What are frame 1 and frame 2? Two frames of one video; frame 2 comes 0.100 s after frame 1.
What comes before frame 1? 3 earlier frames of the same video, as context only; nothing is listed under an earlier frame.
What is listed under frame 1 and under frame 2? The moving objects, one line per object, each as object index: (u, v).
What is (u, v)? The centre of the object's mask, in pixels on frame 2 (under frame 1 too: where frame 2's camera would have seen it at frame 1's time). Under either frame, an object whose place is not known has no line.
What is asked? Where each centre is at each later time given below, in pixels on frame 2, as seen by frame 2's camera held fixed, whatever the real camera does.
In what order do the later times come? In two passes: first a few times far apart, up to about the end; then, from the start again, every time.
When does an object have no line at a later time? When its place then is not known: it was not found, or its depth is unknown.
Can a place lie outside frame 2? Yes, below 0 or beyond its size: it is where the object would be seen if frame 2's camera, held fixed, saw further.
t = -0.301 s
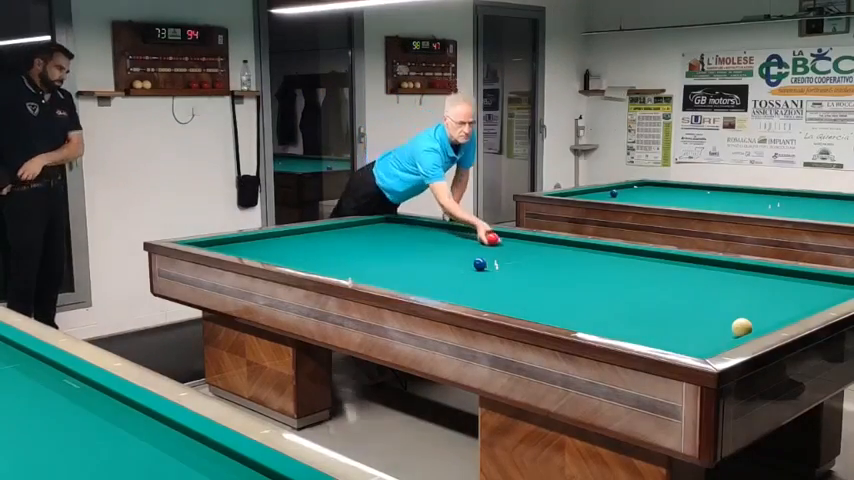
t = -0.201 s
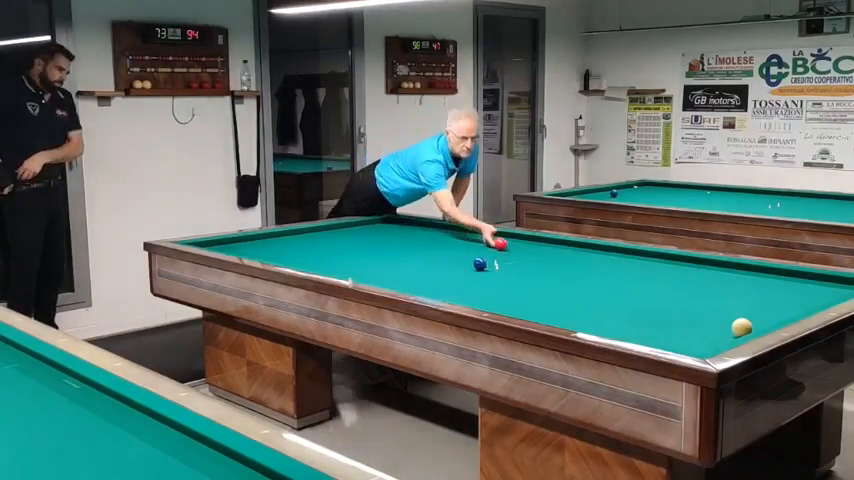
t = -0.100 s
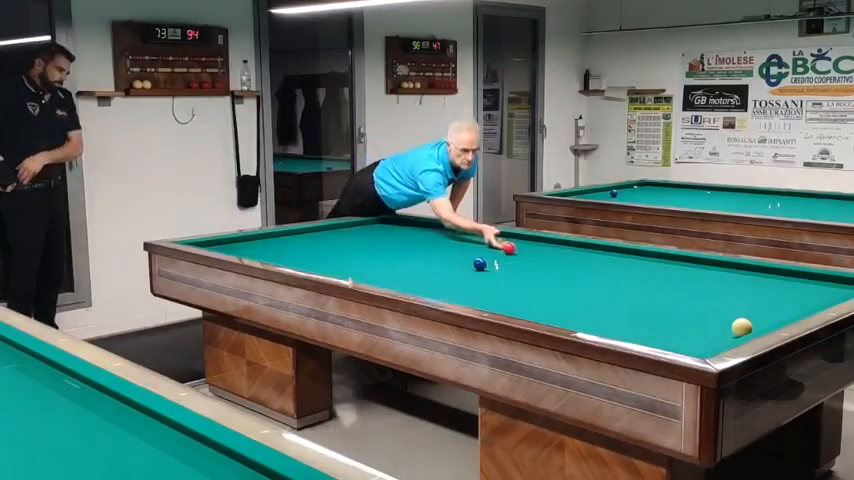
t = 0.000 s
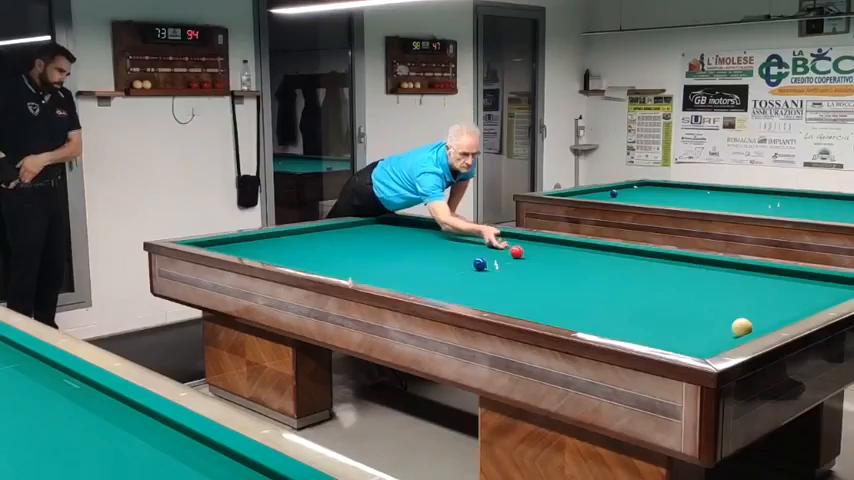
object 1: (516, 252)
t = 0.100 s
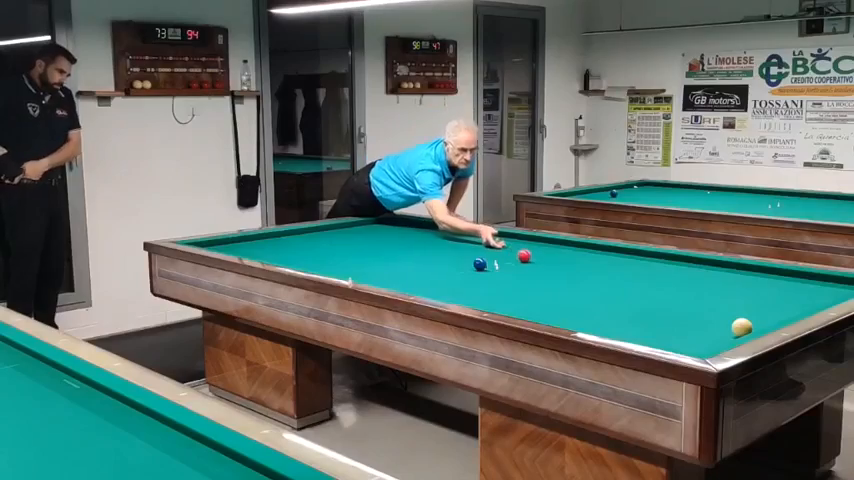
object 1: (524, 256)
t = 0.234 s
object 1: (535, 261)
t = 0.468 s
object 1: (555, 271)
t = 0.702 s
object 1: (578, 282)
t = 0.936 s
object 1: (604, 295)
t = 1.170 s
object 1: (634, 309)
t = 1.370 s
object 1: (662, 323)
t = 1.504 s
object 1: (683, 333)
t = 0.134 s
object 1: (527, 257)
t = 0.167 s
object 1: (529, 258)
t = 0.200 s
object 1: (532, 259)
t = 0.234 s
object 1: (535, 261)
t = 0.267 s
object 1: (538, 262)
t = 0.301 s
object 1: (540, 263)
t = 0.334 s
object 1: (543, 265)
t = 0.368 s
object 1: (546, 266)
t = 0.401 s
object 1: (549, 268)
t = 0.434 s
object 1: (552, 269)
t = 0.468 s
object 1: (555, 271)
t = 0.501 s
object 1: (558, 272)
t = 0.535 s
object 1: (561, 274)
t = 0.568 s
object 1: (565, 275)
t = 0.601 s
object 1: (568, 277)
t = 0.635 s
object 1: (572, 279)
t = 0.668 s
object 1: (575, 280)
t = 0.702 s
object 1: (578, 282)
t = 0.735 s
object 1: (582, 284)
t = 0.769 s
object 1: (585, 285)
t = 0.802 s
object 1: (589, 287)
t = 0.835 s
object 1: (593, 289)
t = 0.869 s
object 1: (597, 291)
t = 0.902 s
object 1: (600, 293)
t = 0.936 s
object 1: (604, 295)
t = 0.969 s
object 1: (608, 297)
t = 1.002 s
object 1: (612, 299)
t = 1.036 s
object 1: (617, 301)
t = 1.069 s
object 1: (621, 303)
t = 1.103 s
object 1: (625, 305)
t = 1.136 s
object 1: (629, 307)
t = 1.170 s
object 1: (634, 309)
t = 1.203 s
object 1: (638, 311)
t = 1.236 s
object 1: (643, 314)
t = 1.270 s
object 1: (647, 316)
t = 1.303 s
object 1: (652, 318)
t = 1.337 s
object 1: (657, 321)
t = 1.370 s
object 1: (662, 323)
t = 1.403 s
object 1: (667, 326)
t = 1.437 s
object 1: (673, 328)
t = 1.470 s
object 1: (678, 331)
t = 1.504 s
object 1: (683, 333)
